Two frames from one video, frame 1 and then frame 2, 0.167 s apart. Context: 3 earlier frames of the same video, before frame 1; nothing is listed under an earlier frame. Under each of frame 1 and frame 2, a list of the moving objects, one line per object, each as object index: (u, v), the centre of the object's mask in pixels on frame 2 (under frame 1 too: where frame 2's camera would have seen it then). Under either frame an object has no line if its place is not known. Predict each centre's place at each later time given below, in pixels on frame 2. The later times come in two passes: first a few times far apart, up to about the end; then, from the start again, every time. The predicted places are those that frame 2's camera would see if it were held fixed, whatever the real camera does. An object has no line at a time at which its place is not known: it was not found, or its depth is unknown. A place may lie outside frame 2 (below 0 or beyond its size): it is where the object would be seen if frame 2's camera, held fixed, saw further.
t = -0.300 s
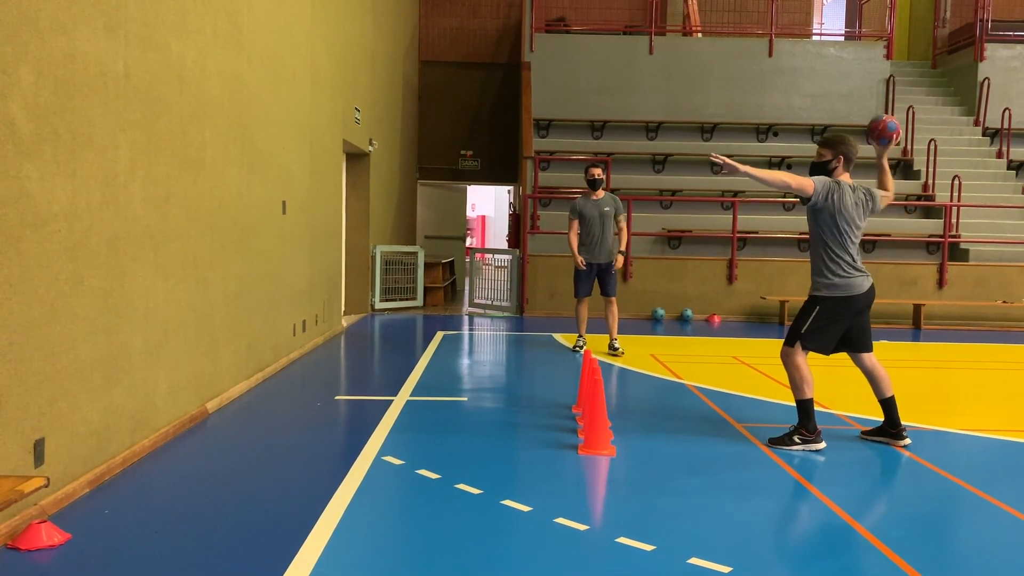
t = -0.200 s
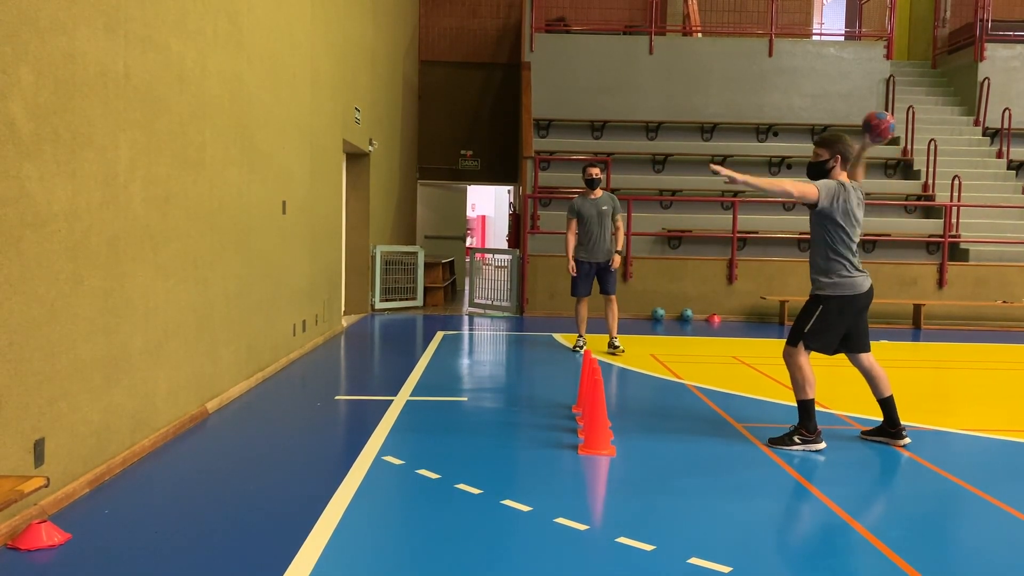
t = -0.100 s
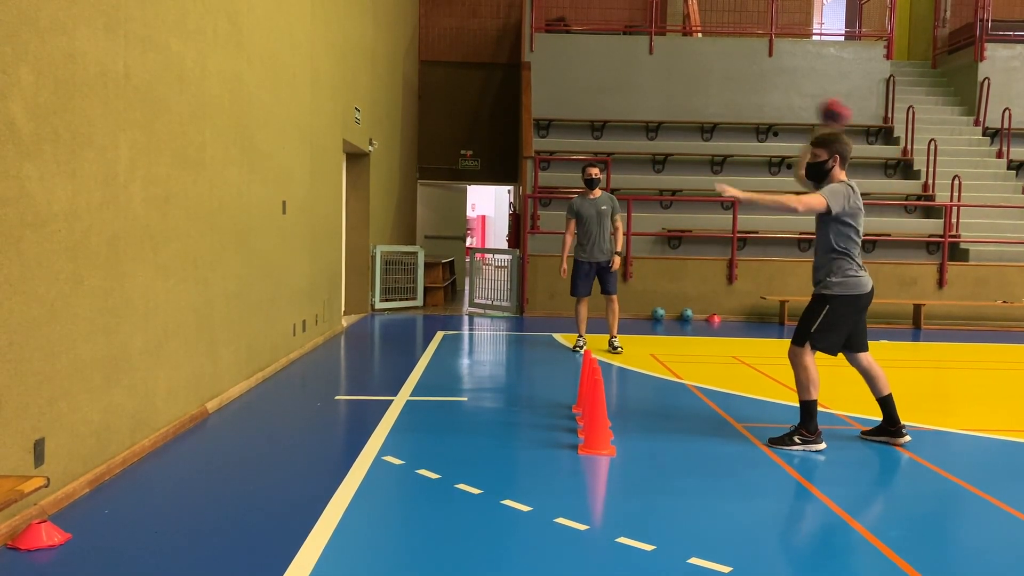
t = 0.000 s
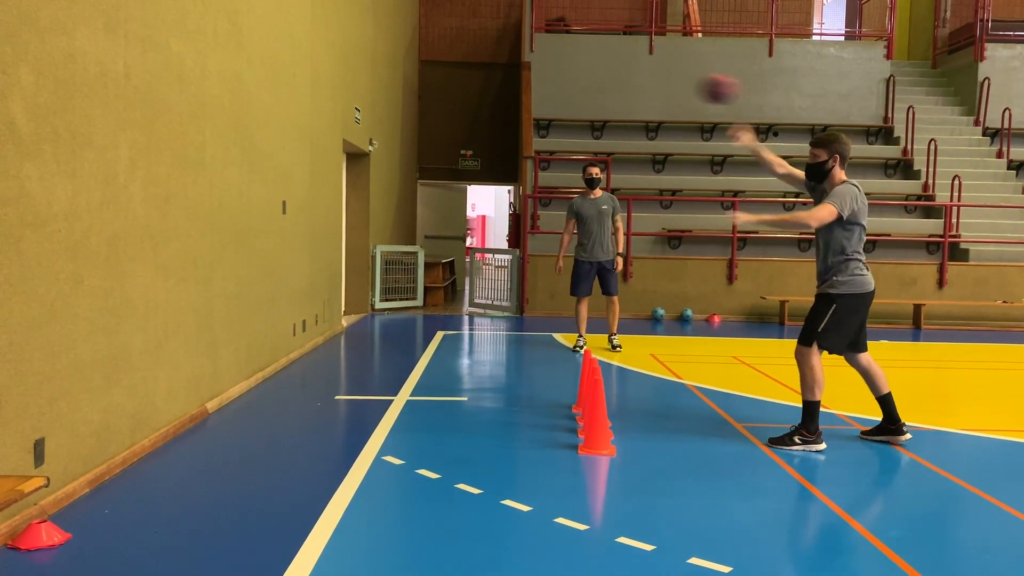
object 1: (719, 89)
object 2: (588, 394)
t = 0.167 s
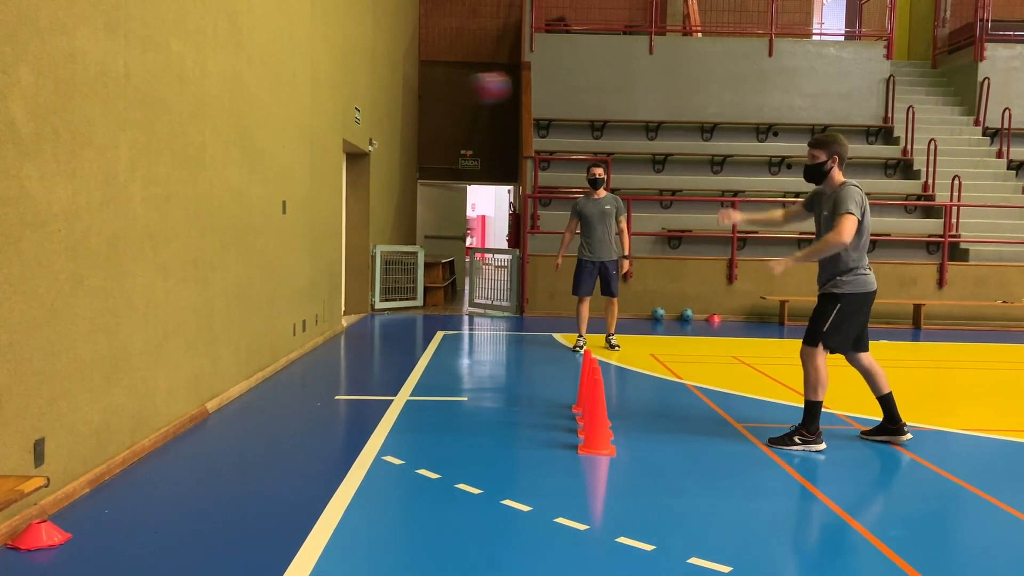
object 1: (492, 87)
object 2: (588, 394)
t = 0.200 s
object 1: (445, 92)
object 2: (588, 394)
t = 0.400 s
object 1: (211, 162)
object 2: (588, 395)
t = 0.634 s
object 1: (438, 299)
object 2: (588, 395)
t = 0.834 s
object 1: (587, 387)
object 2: (613, 400)
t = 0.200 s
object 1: (445, 92)
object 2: (588, 394)
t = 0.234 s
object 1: (398, 99)
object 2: (589, 394)
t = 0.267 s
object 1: (348, 108)
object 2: (588, 394)
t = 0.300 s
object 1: (302, 119)
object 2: (587, 394)
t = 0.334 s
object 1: (255, 132)
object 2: (589, 395)
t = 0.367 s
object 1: (205, 148)
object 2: (589, 395)
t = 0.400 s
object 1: (211, 162)
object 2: (588, 395)
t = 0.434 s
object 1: (243, 176)
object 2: (588, 395)
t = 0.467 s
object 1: (276, 192)
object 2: (588, 395)
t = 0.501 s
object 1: (309, 211)
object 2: (588, 395)
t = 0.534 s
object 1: (340, 229)
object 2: (588, 394)
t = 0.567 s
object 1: (374, 251)
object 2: (588, 394)
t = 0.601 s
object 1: (406, 274)
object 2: (588, 395)
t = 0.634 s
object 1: (438, 299)
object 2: (588, 395)
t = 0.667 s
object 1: (466, 326)
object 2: (587, 394)
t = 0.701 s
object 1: (500, 358)
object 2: (587, 394)
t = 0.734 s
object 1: (529, 388)
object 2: (588, 394)
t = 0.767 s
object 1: (559, 420)
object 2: (587, 393)
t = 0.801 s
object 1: (578, 407)
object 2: (596, 376)
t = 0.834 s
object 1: (587, 387)
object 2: (613, 400)
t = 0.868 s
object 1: (612, 370)
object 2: (618, 408)
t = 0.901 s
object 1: (626, 353)
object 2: (626, 404)
